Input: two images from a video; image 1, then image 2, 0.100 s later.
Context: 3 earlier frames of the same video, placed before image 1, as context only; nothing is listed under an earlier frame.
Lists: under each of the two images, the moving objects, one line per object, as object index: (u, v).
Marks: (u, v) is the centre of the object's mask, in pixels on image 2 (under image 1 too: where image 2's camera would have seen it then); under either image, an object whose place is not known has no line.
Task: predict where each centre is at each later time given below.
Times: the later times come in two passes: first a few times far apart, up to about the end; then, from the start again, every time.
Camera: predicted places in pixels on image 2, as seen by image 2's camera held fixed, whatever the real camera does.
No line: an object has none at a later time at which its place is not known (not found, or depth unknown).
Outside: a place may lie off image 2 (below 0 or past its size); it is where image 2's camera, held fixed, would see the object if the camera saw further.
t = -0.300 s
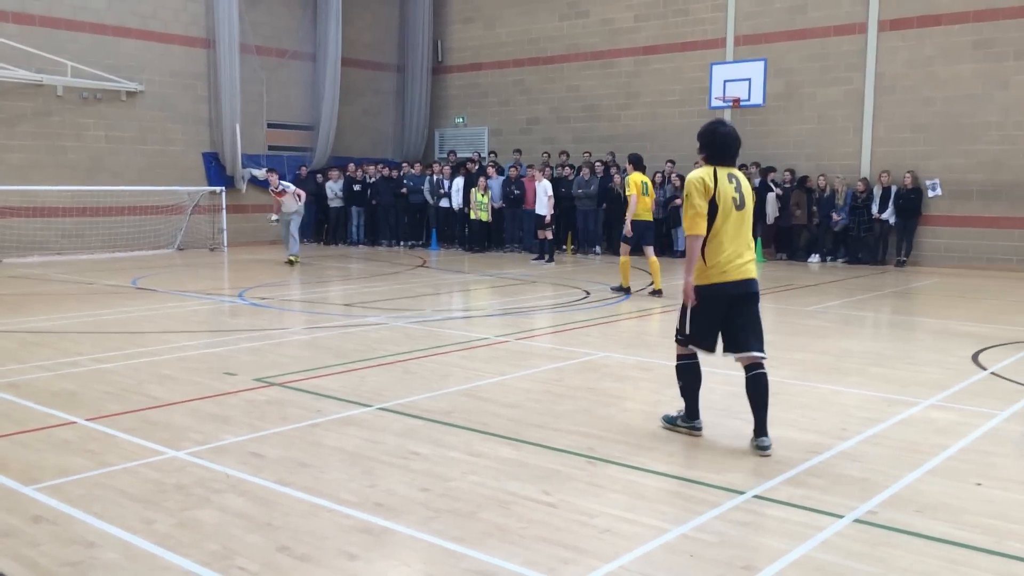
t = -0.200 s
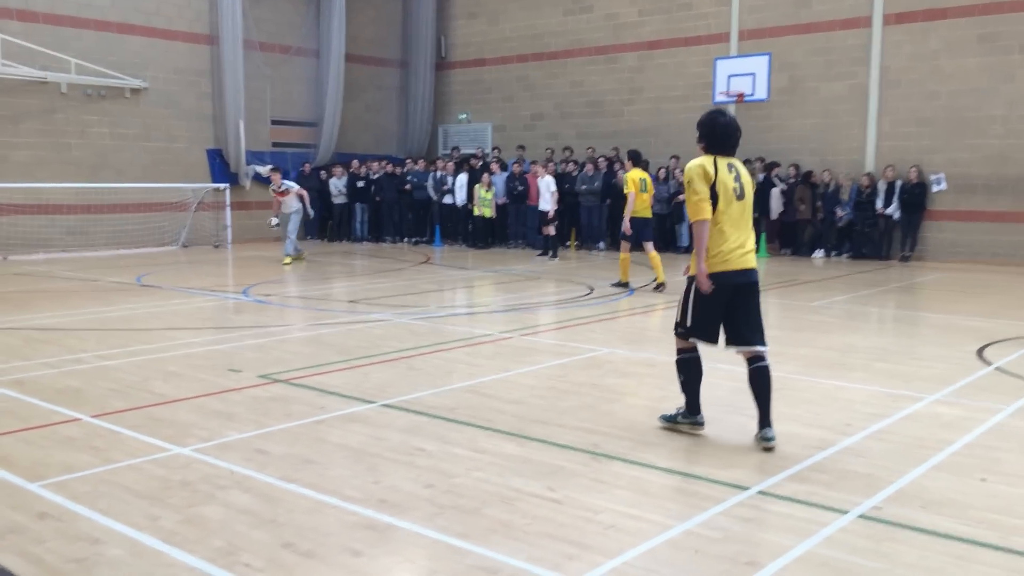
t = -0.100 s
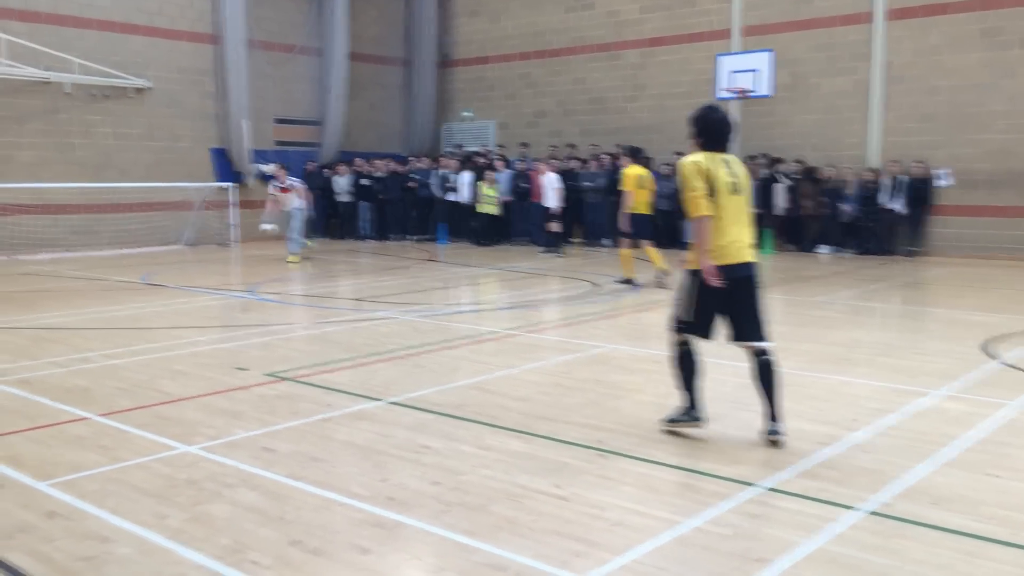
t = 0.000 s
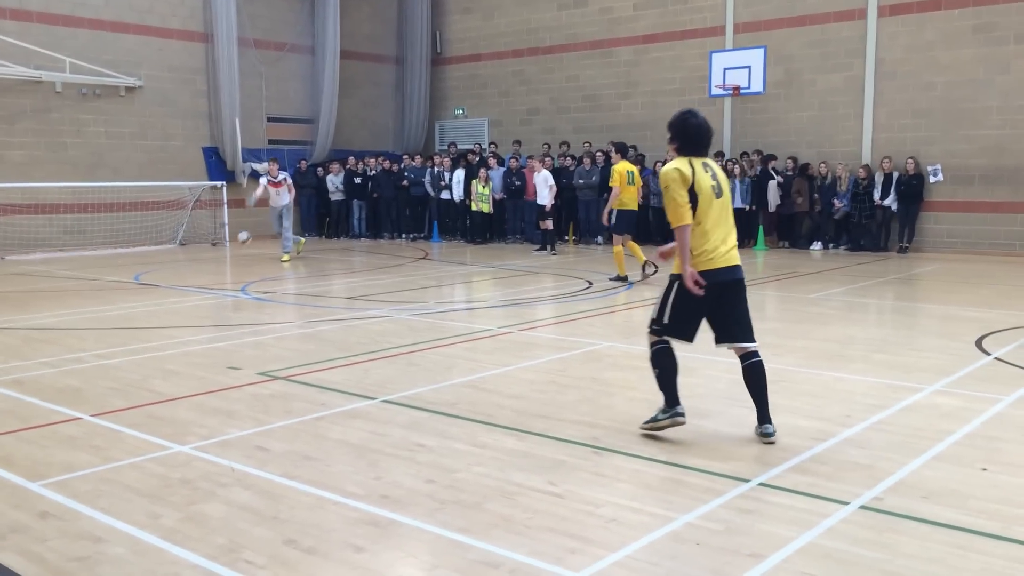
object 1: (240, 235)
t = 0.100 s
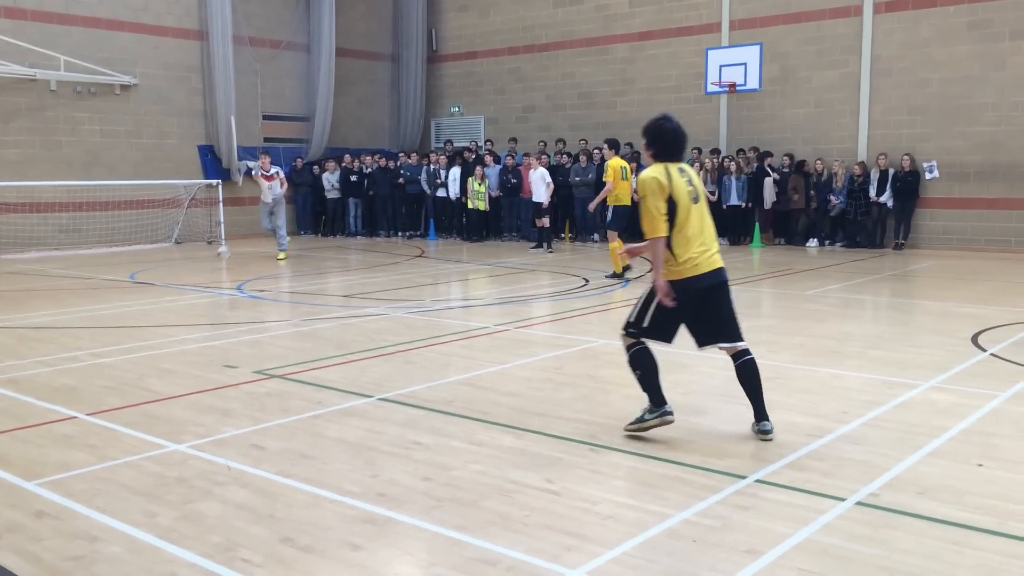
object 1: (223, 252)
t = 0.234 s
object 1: (203, 262)
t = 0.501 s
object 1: (163, 276)
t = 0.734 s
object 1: (126, 288)
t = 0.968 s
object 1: (81, 299)
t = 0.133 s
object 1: (218, 260)
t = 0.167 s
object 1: (212, 264)
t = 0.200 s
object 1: (207, 262)
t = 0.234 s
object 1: (203, 262)
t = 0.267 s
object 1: (198, 261)
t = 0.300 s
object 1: (192, 262)
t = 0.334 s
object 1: (187, 263)
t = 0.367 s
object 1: (182, 267)
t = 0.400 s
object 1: (178, 270)
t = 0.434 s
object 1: (173, 274)
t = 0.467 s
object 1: (167, 276)
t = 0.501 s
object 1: (163, 276)
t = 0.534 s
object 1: (158, 275)
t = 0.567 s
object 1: (152, 275)
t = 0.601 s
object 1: (148, 278)
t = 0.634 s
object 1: (142, 280)
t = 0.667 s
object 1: (137, 285)
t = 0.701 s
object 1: (131, 288)
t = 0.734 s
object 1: (126, 288)
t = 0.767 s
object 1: (121, 287)
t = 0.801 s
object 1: (114, 290)
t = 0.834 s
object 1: (107, 292)
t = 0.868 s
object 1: (102, 297)
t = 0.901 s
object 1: (95, 297)
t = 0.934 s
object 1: (88, 297)
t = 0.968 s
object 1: (81, 299)
